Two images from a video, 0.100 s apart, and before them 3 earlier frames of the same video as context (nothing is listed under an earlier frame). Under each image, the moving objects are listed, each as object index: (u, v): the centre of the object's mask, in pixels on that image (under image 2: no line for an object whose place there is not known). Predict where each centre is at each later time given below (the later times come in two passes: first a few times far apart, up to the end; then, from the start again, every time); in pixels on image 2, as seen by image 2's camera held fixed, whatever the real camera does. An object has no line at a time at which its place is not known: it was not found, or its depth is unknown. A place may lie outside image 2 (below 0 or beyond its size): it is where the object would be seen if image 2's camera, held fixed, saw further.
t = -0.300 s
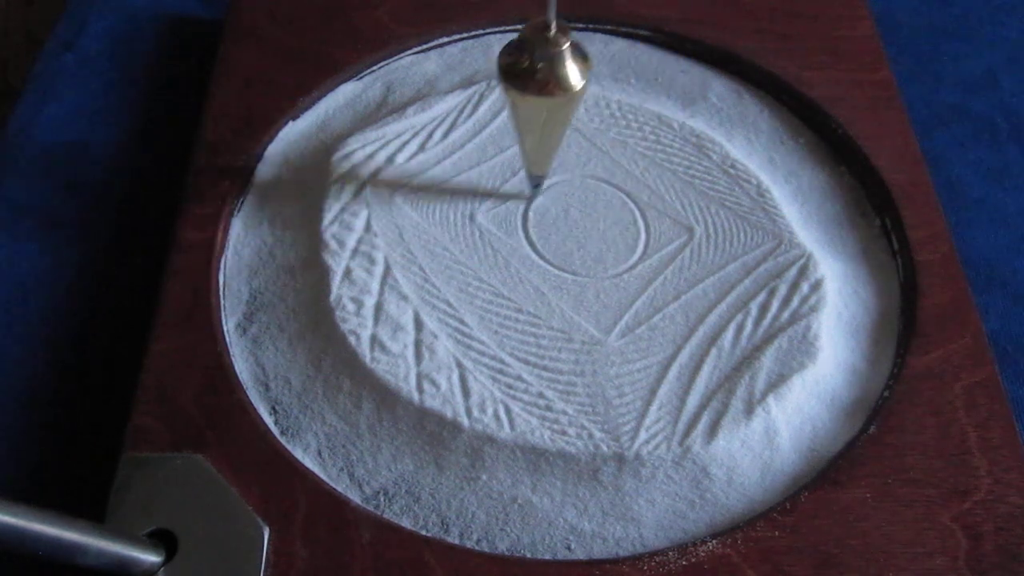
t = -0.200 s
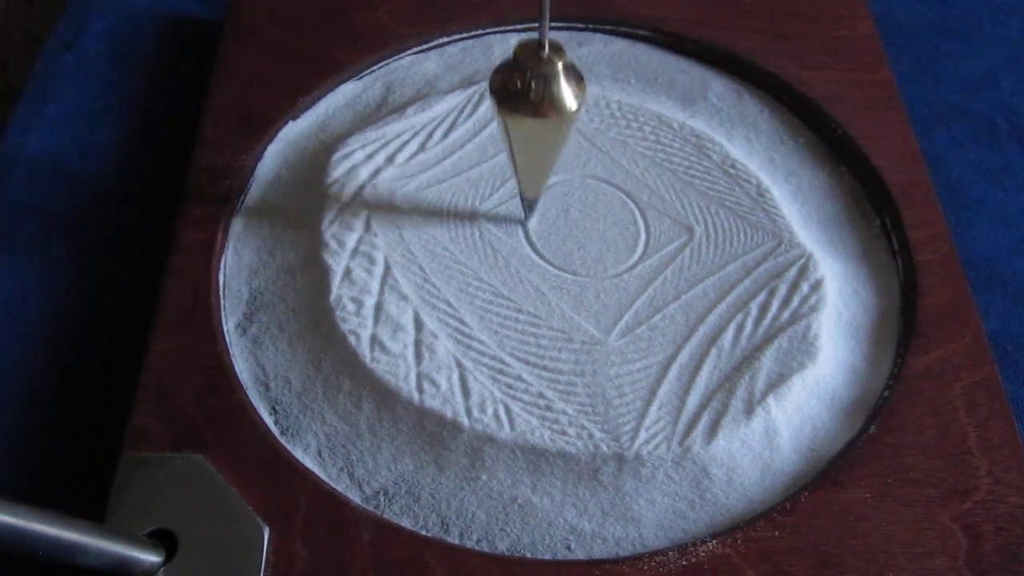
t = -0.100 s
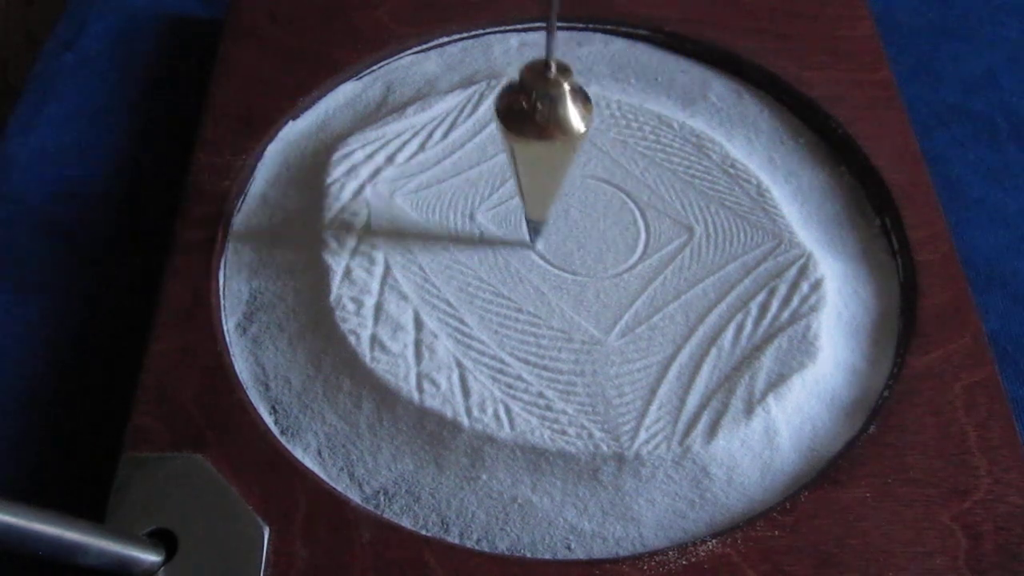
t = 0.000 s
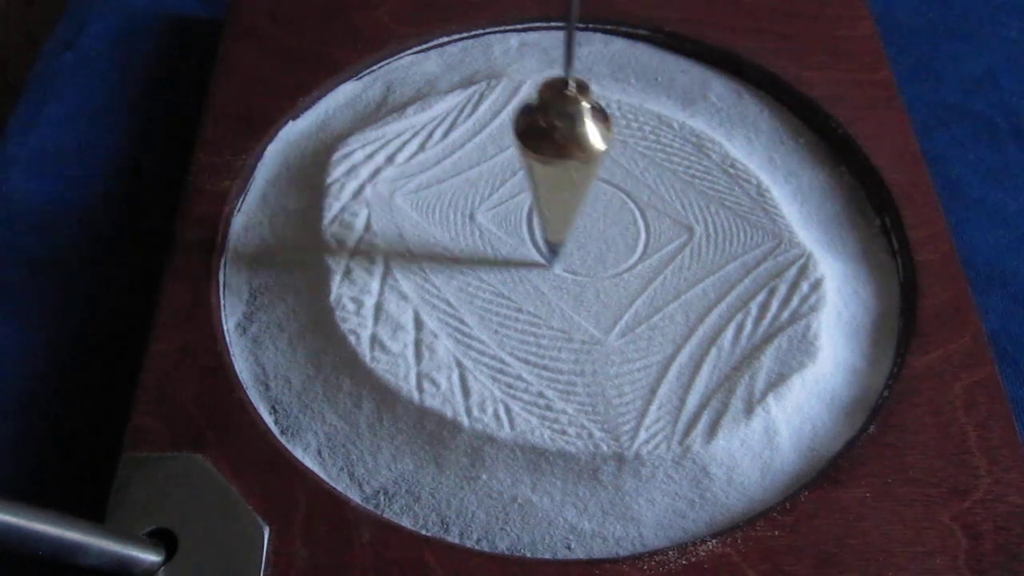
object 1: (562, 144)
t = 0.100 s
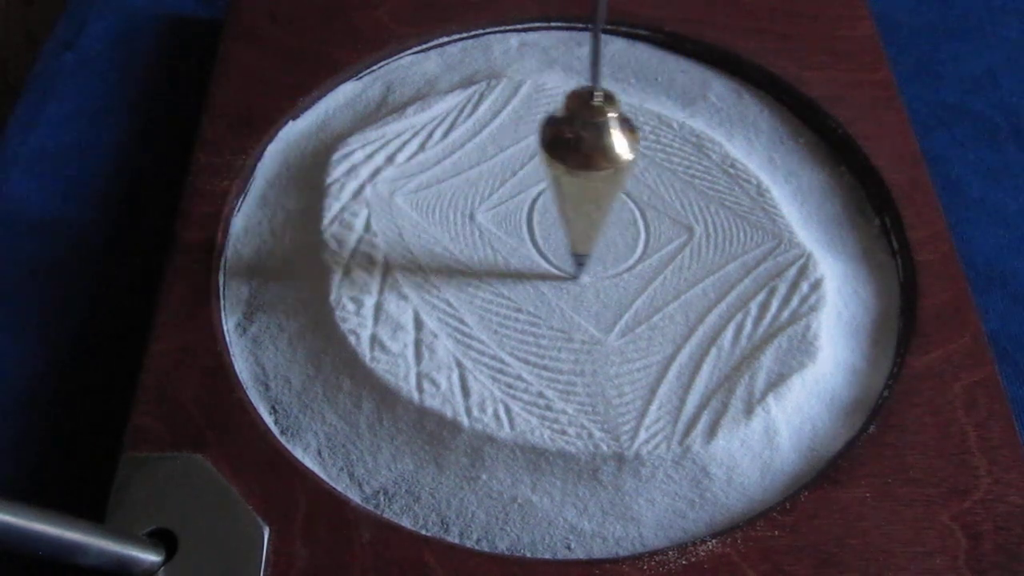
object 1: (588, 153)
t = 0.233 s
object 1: (624, 151)
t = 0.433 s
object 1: (649, 119)
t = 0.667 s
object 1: (620, 76)
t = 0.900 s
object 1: (563, 73)
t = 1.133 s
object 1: (542, 114)
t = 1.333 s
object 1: (572, 151)
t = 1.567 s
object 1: (627, 150)
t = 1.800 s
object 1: (641, 105)
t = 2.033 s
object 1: (602, 69)
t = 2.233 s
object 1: (561, 75)
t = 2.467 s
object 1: (549, 121)
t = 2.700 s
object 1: (589, 156)
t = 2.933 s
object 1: (632, 141)
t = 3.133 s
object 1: (633, 98)
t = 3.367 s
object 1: (595, 68)
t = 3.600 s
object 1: (557, 84)
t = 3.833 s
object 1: (561, 135)
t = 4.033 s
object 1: (596, 160)
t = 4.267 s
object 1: (630, 137)
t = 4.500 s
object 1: (620, 86)
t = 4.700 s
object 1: (588, 68)
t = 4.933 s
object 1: (560, 91)
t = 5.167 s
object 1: (569, 143)
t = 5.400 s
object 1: (607, 161)
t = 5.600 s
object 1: (627, 132)
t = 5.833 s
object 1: (612, 79)
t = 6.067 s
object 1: (580, 68)
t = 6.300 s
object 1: (564, 104)
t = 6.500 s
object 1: (578, 148)
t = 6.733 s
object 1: (610, 158)
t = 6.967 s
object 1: (621, 116)
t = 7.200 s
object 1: (601, 71)
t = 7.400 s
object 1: (579, 69)
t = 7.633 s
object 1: (570, 112)
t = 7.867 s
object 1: (589, 158)
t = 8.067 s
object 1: (610, 156)
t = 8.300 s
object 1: (614, 110)
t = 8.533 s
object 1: (595, 69)
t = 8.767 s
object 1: (577, 76)
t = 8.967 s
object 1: (577, 119)
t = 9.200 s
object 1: (594, 161)
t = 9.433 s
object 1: (609, 148)
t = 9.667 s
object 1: (605, 95)
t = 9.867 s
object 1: (591, 67)
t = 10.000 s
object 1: (584, 69)
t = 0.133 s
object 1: (597, 155)
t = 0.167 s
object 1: (606, 154)
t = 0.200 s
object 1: (615, 153)
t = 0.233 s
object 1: (624, 151)
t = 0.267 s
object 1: (630, 148)
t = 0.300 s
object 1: (637, 143)
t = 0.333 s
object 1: (642, 138)
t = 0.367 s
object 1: (646, 132)
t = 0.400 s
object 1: (648, 126)
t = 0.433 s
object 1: (649, 119)
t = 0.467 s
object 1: (648, 112)
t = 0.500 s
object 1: (646, 105)
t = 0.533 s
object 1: (643, 98)
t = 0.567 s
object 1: (638, 92)
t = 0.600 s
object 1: (633, 86)
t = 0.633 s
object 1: (626, 81)
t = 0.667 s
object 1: (620, 76)
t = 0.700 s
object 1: (612, 73)
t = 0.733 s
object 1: (604, 70)
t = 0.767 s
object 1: (595, 70)
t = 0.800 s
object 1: (586, 69)
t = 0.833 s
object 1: (578, 70)
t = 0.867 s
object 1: (571, 71)
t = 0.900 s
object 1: (563, 73)
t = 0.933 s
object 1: (557, 77)
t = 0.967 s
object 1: (552, 82)
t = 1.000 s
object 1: (548, 87)
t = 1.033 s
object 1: (544, 93)
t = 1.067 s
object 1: (542, 99)
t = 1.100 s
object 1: (541, 107)
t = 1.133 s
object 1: (542, 114)
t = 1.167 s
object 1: (544, 121)
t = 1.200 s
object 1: (547, 128)
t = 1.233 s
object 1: (552, 135)
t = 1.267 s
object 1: (557, 142)
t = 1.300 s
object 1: (564, 146)
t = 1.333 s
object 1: (572, 151)
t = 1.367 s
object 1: (580, 155)
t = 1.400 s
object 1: (588, 156)
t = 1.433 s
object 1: (597, 157)
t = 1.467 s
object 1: (605, 156)
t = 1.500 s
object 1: (613, 155)
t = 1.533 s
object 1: (621, 153)
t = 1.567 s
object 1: (627, 150)
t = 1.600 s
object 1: (633, 145)
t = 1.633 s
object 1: (637, 140)
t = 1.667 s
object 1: (641, 134)
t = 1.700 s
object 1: (643, 128)
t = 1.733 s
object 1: (644, 120)
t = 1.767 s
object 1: (643, 113)
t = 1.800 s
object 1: (641, 105)
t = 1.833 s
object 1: (638, 98)
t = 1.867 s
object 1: (634, 91)
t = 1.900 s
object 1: (629, 86)
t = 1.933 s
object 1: (623, 81)
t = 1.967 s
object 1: (616, 76)
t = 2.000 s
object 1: (610, 72)
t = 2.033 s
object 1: (602, 69)
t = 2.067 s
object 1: (595, 69)
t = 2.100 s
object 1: (588, 69)
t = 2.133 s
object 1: (580, 68)
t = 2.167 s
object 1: (573, 70)
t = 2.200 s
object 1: (567, 71)
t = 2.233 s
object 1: (561, 75)
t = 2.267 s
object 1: (556, 80)
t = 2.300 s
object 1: (552, 86)
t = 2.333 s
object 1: (550, 92)
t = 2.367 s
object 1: (547, 99)
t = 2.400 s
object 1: (547, 106)
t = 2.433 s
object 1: (547, 114)
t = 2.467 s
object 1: (549, 121)
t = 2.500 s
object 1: (552, 128)
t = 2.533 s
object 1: (557, 134)
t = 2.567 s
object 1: (561, 142)
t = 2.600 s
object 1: (567, 150)
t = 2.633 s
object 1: (574, 151)
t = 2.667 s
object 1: (581, 154)
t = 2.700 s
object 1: (589, 156)
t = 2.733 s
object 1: (596, 158)
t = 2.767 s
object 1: (604, 159)
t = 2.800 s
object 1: (611, 157)
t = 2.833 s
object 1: (618, 155)
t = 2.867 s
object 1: (623, 152)
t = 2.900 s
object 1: (628, 147)
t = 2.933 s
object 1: (632, 141)
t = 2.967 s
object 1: (636, 135)
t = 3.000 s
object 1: (638, 128)
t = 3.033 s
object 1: (638, 121)
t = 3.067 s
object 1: (638, 114)
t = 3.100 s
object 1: (636, 106)
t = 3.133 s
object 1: (633, 98)
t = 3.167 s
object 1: (629, 92)
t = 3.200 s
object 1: (625, 86)
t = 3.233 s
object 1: (620, 80)
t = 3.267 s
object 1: (614, 75)
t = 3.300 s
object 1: (608, 71)
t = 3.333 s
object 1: (601, 69)
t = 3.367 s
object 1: (595, 68)
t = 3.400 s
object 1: (588, 67)
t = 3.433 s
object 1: (582, 67)
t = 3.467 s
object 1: (575, 68)
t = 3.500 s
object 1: (570, 71)
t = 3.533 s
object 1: (565, 74)
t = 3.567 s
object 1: (561, 79)
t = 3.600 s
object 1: (557, 84)
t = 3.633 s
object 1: (555, 91)
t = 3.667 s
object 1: (553, 98)
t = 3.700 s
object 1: (552, 106)
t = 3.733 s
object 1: (553, 114)
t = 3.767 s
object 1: (555, 121)
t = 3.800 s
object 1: (557, 128)
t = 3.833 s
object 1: (561, 135)
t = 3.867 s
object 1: (565, 142)
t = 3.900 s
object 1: (570, 149)
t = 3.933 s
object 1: (577, 153)
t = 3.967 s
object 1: (583, 157)
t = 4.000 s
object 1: (589, 159)
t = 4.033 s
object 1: (596, 160)
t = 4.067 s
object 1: (602, 161)
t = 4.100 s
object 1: (609, 159)
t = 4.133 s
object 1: (615, 157)
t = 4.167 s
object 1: (620, 154)
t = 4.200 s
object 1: (624, 149)
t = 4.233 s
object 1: (628, 144)
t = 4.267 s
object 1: (630, 137)
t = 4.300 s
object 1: (632, 131)
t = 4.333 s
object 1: (632, 123)
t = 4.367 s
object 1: (632, 115)
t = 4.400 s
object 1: (630, 108)
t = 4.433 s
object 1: (628, 99)
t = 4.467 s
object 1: (625, 92)
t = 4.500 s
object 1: (620, 86)
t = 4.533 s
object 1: (616, 81)
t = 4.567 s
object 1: (611, 75)
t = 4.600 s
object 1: (606, 72)
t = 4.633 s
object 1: (600, 70)
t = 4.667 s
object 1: (594, 69)
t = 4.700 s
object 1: (588, 68)
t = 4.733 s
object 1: (583, 69)
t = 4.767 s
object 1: (578, 69)
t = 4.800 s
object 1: (573, 71)
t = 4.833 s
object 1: (568, 74)
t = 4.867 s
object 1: (565, 78)
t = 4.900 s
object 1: (562, 84)
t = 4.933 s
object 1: (560, 91)
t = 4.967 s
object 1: (558, 97)
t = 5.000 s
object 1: (558, 106)
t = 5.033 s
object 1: (559, 114)
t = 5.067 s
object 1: (560, 121)
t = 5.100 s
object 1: (562, 129)
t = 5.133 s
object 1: (565, 136)
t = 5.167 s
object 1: (569, 143)
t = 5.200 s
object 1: (574, 149)
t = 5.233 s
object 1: (578, 156)
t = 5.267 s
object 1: (584, 158)
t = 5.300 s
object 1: (590, 160)
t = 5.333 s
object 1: (596, 161)
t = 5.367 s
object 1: (602, 161)
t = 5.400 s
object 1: (607, 161)
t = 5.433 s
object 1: (612, 158)
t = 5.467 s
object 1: (616, 155)
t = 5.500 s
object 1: (620, 150)
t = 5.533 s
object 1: (623, 145)
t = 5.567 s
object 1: (625, 138)
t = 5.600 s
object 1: (627, 132)
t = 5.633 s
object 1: (627, 124)
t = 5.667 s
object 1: (627, 116)
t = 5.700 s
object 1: (625, 108)
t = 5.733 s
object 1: (623, 101)
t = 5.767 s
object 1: (620, 93)
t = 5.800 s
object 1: (617, 86)
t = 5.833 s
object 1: (612, 79)
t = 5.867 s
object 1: (608, 75)
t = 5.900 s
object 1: (603, 71)
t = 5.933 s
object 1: (599, 69)
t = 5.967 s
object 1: (594, 68)
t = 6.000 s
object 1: (589, 67)
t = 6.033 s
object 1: (584, 67)
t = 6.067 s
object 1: (580, 68)
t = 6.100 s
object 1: (576, 70)
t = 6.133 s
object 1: (572, 72)
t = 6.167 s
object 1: (569, 77)
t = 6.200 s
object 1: (567, 83)
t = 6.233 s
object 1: (565, 89)
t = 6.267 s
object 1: (564, 97)
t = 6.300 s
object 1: (564, 104)
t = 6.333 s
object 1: (565, 112)
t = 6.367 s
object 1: (566, 120)
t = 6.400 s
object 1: (568, 127)
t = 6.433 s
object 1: (570, 135)
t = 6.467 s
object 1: (574, 142)
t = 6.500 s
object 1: (578, 148)
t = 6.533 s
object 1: (582, 154)
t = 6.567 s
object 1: (586, 159)
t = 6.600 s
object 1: (592, 160)
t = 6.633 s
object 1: (596, 161)
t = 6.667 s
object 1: (601, 160)
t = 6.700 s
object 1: (606, 160)
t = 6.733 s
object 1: (610, 158)
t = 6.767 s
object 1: (613, 155)
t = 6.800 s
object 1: (616, 151)
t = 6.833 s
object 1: (618, 145)
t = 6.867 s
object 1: (620, 139)
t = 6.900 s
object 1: (621, 132)
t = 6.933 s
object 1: (622, 124)
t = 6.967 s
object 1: (621, 116)
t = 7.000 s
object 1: (620, 109)
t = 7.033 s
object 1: (617, 101)
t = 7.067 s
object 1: (615, 94)
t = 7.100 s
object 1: (612, 86)
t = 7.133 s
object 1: (609, 79)
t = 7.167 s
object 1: (605, 75)
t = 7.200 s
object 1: (601, 71)
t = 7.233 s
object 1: (597, 68)
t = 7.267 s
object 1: (593, 67)
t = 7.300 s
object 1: (589, 66)
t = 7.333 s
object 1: (585, 66)
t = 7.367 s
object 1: (582, 67)
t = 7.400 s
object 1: (579, 69)
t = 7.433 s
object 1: (576, 72)
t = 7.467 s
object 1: (573, 76)
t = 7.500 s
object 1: (571, 82)
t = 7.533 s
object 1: (570, 89)
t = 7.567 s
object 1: (569, 96)
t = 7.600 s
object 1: (569, 104)
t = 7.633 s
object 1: (570, 112)
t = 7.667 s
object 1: (571, 120)
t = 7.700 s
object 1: (573, 127)
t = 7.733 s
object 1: (576, 134)
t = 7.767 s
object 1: (578, 141)
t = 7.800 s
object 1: (582, 148)
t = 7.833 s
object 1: (585, 153)
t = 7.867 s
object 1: (589, 158)
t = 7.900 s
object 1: (592, 162)
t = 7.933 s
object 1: (596, 163)
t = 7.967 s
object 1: (600, 162)
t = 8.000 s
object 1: (604, 162)
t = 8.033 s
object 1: (607, 160)
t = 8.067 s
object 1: (610, 156)
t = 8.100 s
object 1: (612, 151)
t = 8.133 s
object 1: (614, 147)
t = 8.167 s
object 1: (615, 141)
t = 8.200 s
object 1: (615, 133)
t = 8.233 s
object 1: (615, 126)
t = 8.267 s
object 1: (615, 117)
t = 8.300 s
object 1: (614, 110)
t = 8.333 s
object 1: (612, 102)
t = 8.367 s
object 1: (610, 94)
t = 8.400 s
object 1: (608, 87)
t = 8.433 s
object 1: (605, 80)
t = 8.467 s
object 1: (602, 75)
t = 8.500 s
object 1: (599, 71)
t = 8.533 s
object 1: (595, 69)
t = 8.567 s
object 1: (592, 67)
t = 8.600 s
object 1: (589, 66)
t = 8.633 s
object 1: (586, 66)
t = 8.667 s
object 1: (584, 67)
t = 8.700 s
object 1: (581, 69)
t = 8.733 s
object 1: (579, 72)
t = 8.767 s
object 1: (577, 76)
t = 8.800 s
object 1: (576, 82)
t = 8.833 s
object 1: (575, 88)
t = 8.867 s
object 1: (575, 96)
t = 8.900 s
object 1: (575, 104)
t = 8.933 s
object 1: (576, 112)
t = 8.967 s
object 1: (577, 119)
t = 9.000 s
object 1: (579, 127)
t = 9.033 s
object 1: (580, 134)
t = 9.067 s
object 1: (583, 141)
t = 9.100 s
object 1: (585, 147)
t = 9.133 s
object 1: (588, 152)
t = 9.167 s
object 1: (591, 157)
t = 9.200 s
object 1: (594, 161)
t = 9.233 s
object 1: (596, 164)
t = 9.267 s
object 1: (599, 165)
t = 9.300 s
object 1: (601, 166)
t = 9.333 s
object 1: (605, 160)
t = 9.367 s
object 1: (607, 157)
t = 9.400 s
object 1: (608, 153)
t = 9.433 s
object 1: (609, 148)
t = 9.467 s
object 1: (610, 141)
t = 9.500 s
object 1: (610, 134)
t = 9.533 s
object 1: (610, 126)
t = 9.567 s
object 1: (609, 119)
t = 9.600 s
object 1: (608, 110)
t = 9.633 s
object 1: (606, 102)
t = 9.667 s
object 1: (605, 95)
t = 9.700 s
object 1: (603, 87)
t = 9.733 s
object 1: (600, 81)
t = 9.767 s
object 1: (598, 76)
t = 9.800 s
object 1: (596, 71)
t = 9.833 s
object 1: (594, 69)
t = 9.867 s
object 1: (591, 67)
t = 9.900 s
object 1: (589, 66)
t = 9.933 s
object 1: (587, 66)
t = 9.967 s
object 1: (586, 67)
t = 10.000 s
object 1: (584, 69)
